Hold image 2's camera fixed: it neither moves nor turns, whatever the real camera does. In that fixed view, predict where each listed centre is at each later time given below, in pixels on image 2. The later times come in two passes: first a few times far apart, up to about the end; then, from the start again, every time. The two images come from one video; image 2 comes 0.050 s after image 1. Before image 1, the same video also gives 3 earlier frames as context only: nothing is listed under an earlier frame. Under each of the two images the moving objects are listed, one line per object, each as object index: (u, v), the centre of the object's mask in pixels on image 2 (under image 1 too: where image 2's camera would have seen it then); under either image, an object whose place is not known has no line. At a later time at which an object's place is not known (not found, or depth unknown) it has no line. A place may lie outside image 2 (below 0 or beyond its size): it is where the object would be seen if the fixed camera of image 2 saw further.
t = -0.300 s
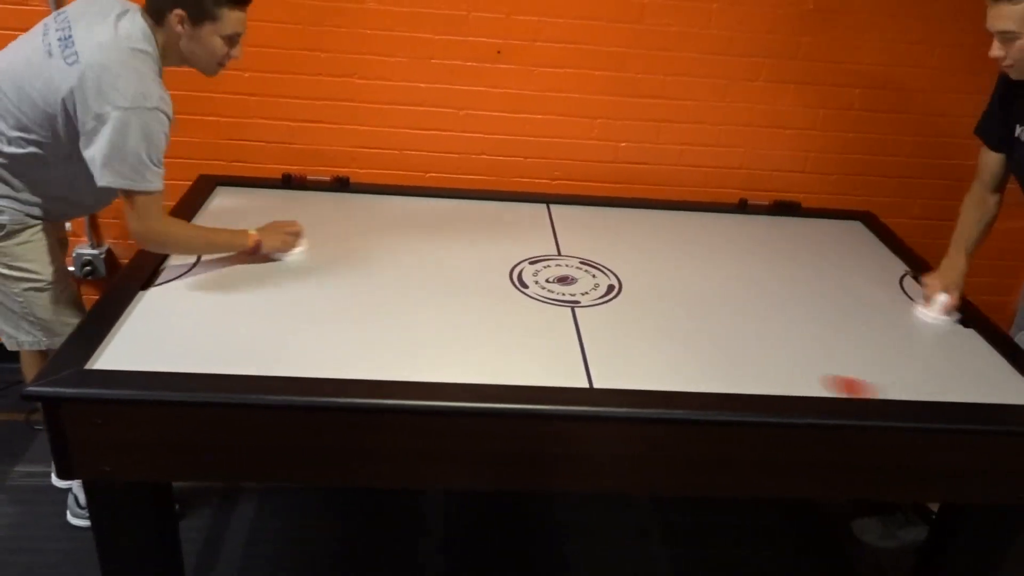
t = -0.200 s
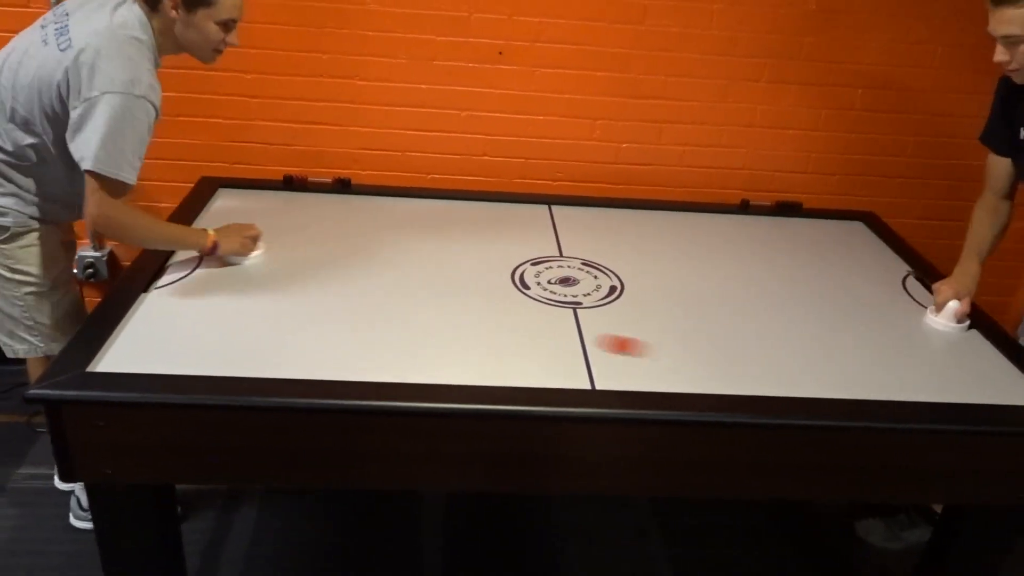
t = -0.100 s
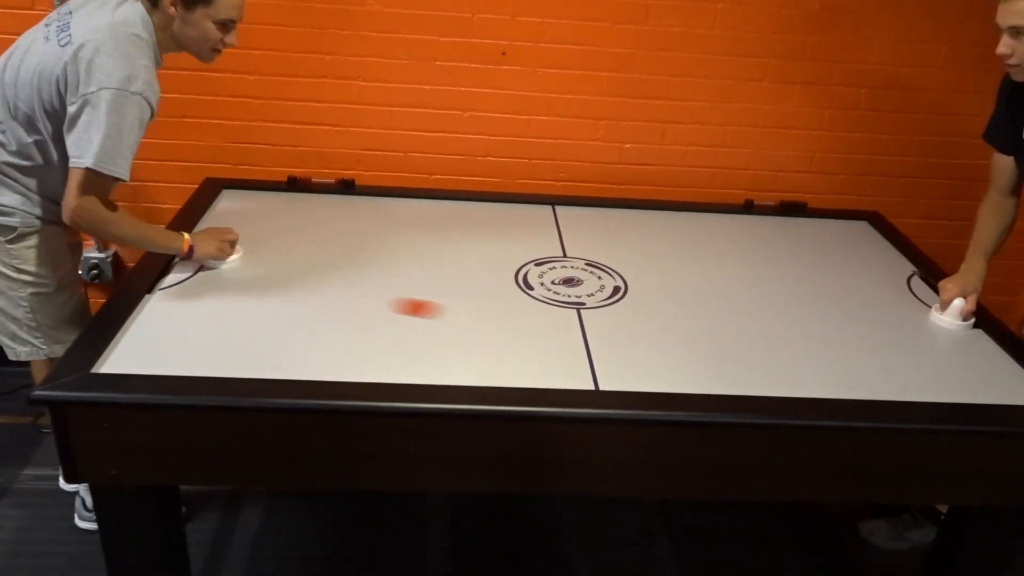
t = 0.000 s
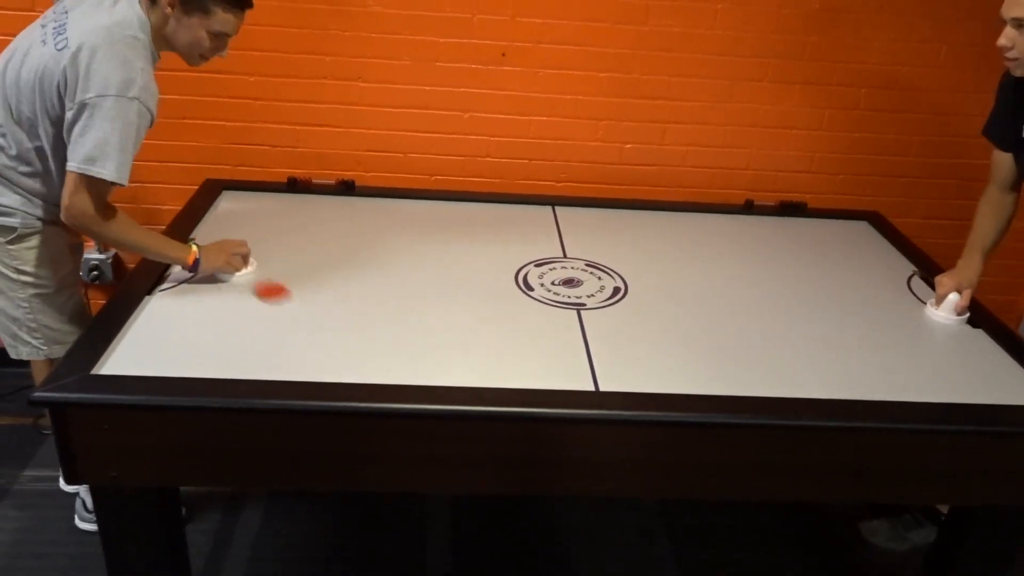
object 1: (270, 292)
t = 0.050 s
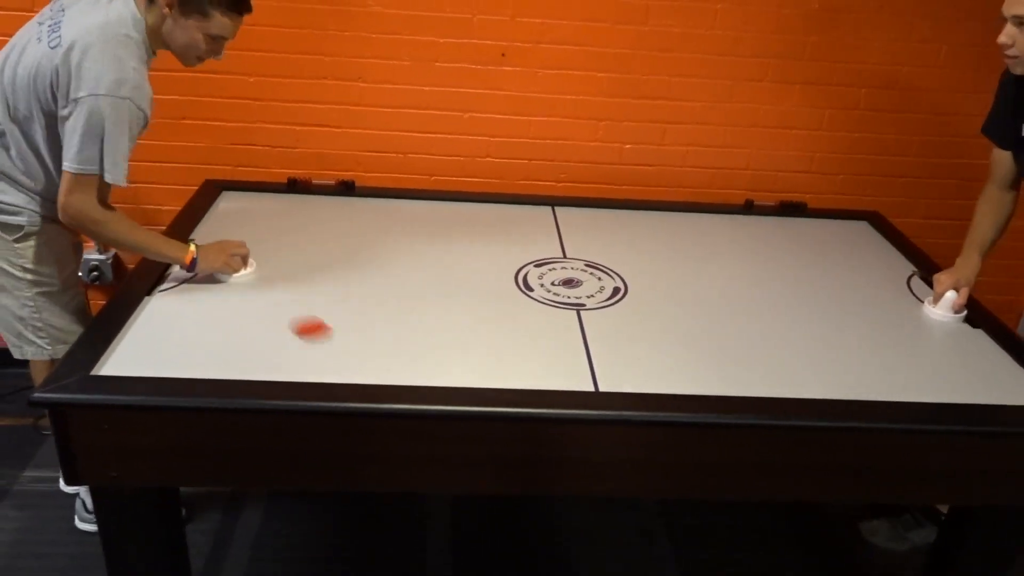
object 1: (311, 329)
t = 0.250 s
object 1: (478, 315)
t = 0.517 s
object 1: (624, 232)
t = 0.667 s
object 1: (693, 229)
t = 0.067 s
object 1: (325, 342)
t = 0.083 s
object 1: (339, 355)
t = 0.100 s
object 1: (356, 370)
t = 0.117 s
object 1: (374, 373)
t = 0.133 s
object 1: (387, 367)
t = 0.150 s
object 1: (401, 359)
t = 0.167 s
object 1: (415, 351)
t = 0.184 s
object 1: (429, 343)
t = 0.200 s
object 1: (442, 335)
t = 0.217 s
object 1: (455, 328)
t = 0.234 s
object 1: (466, 322)
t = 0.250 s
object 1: (478, 315)
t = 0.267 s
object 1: (490, 308)
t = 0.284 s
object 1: (501, 302)
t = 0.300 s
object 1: (510, 296)
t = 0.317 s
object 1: (521, 290)
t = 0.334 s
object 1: (531, 285)
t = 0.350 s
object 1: (540, 279)
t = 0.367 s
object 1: (550, 274)
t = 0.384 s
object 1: (560, 268)
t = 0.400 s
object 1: (568, 264)
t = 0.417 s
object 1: (577, 258)
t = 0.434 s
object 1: (586, 253)
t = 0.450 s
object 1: (594, 249)
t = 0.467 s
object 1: (601, 245)
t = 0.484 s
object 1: (609, 240)
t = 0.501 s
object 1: (617, 236)
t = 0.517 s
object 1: (624, 232)
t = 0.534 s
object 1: (631, 228)
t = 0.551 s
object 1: (638, 224)
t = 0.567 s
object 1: (645, 221)
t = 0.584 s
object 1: (652, 217)
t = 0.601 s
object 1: (659, 216)
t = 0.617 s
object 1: (667, 219)
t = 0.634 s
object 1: (676, 222)
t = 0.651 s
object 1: (685, 226)
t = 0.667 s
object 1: (693, 229)
